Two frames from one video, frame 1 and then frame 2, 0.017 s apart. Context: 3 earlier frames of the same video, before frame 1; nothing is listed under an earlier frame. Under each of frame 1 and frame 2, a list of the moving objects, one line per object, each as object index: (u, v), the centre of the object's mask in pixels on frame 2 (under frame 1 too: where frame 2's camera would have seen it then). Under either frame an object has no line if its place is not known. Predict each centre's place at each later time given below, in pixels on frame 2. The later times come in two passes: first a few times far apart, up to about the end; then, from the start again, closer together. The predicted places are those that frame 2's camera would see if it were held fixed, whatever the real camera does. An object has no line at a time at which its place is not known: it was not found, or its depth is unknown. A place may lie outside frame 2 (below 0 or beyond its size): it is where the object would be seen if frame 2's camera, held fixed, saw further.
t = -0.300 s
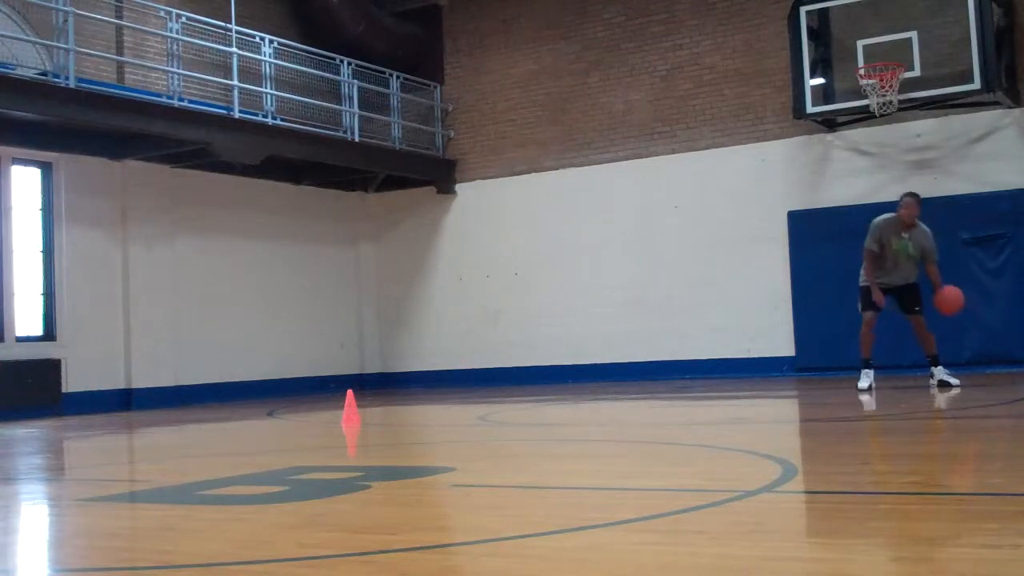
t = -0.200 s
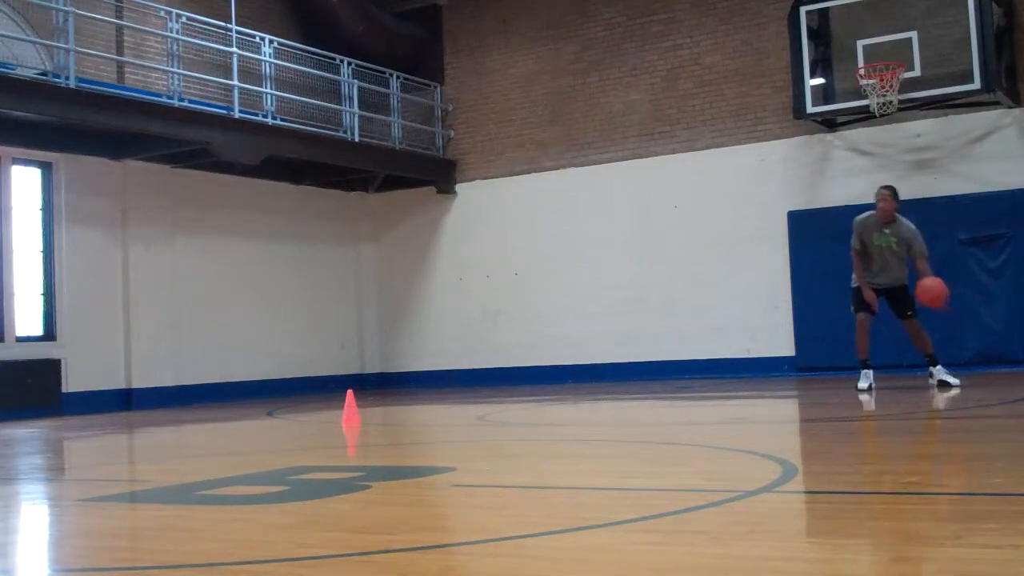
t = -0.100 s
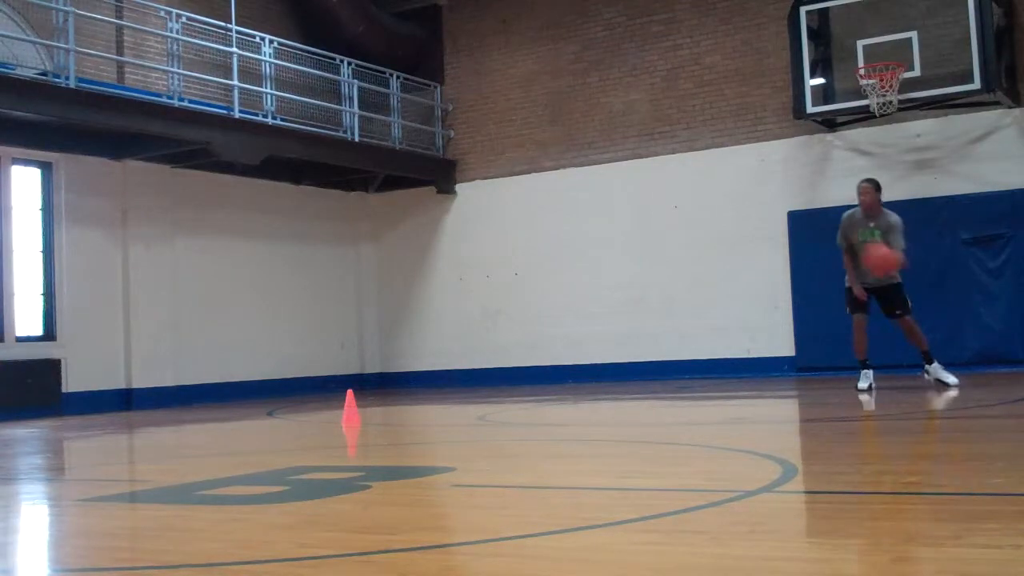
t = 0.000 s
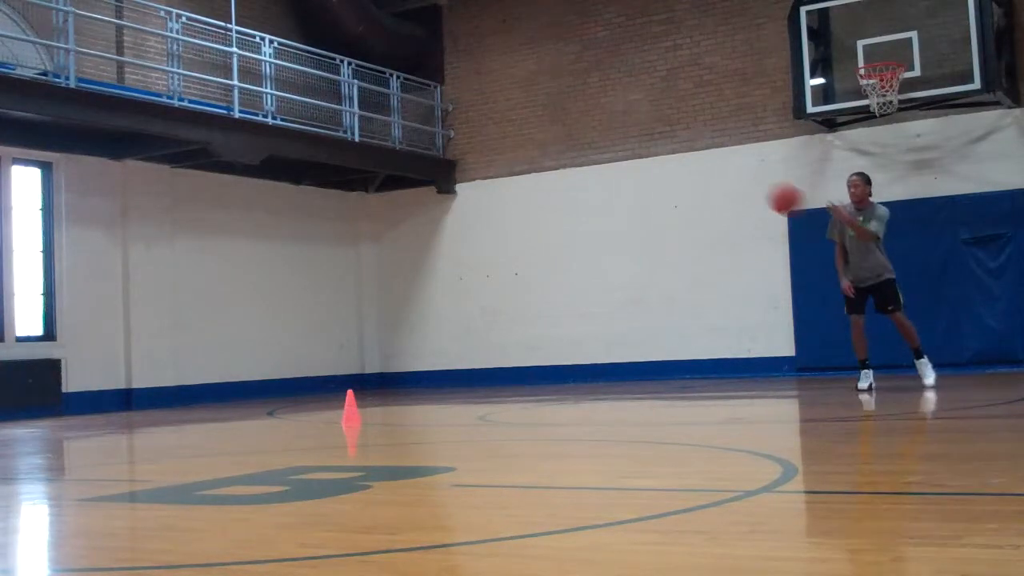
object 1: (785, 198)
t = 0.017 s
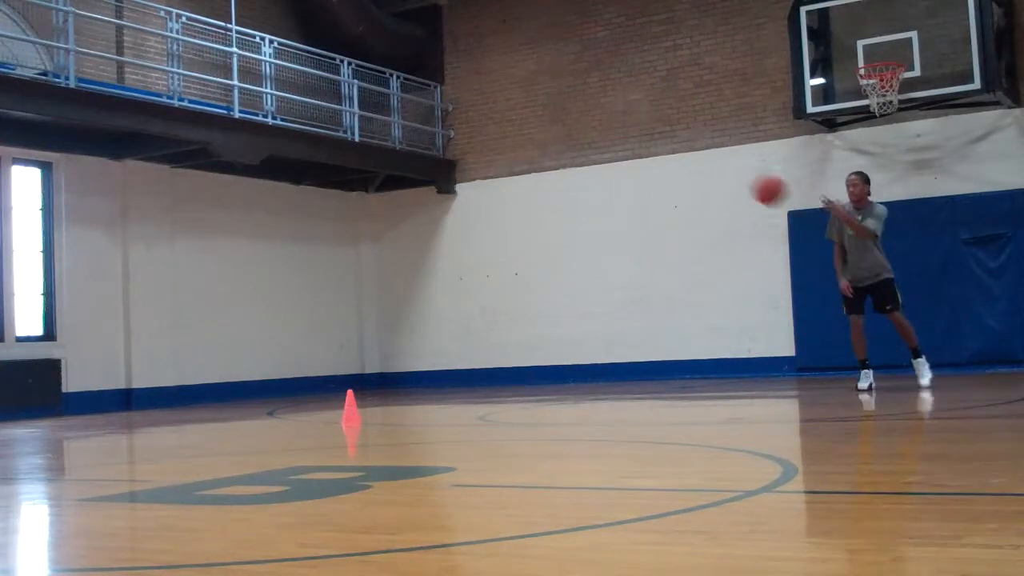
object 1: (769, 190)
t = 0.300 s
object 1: (488, 84)
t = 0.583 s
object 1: (180, 86)
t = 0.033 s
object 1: (752, 181)
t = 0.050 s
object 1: (736, 172)
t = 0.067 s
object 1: (721, 165)
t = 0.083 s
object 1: (704, 157)
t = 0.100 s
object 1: (688, 150)
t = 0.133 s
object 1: (655, 135)
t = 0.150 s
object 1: (637, 128)
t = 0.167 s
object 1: (620, 122)
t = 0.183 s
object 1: (605, 116)
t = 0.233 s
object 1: (556, 100)
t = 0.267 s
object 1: (520, 92)
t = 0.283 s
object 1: (504, 87)
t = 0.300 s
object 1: (488, 84)
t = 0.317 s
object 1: (469, 81)
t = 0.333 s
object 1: (454, 78)
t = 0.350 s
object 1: (433, 76)
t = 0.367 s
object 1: (417, 74)
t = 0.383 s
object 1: (399, 72)
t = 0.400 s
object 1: (383, 70)
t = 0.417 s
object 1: (365, 70)
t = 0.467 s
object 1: (310, 70)
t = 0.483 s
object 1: (293, 71)
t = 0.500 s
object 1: (274, 73)
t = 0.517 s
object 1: (254, 74)
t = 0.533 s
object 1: (237, 76)
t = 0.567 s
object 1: (199, 82)
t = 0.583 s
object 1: (180, 86)
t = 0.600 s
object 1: (161, 91)
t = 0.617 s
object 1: (141, 96)
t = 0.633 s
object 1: (123, 100)
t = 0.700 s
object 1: (47, 122)
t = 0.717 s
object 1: (27, 129)
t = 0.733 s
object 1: (13, 135)
